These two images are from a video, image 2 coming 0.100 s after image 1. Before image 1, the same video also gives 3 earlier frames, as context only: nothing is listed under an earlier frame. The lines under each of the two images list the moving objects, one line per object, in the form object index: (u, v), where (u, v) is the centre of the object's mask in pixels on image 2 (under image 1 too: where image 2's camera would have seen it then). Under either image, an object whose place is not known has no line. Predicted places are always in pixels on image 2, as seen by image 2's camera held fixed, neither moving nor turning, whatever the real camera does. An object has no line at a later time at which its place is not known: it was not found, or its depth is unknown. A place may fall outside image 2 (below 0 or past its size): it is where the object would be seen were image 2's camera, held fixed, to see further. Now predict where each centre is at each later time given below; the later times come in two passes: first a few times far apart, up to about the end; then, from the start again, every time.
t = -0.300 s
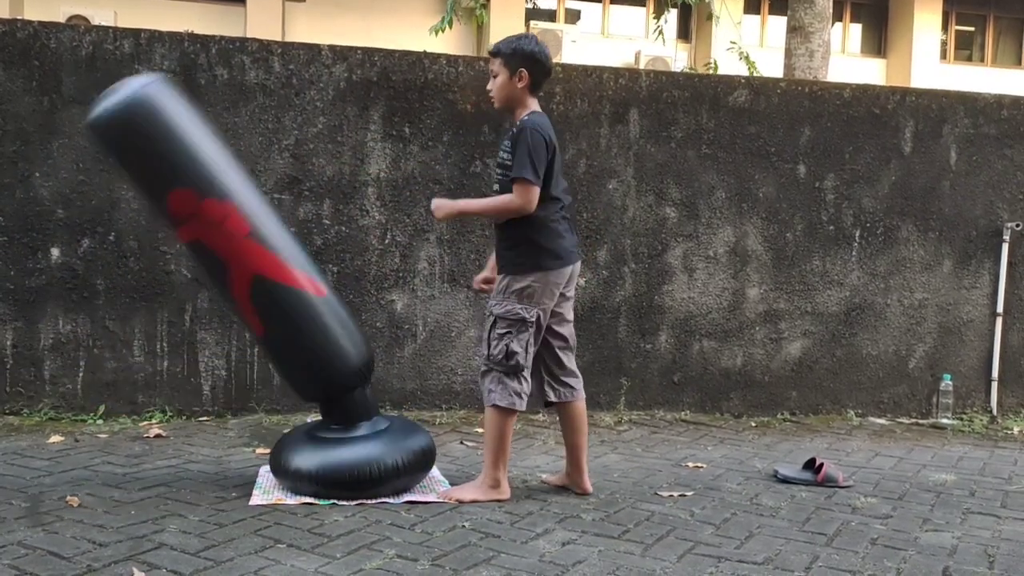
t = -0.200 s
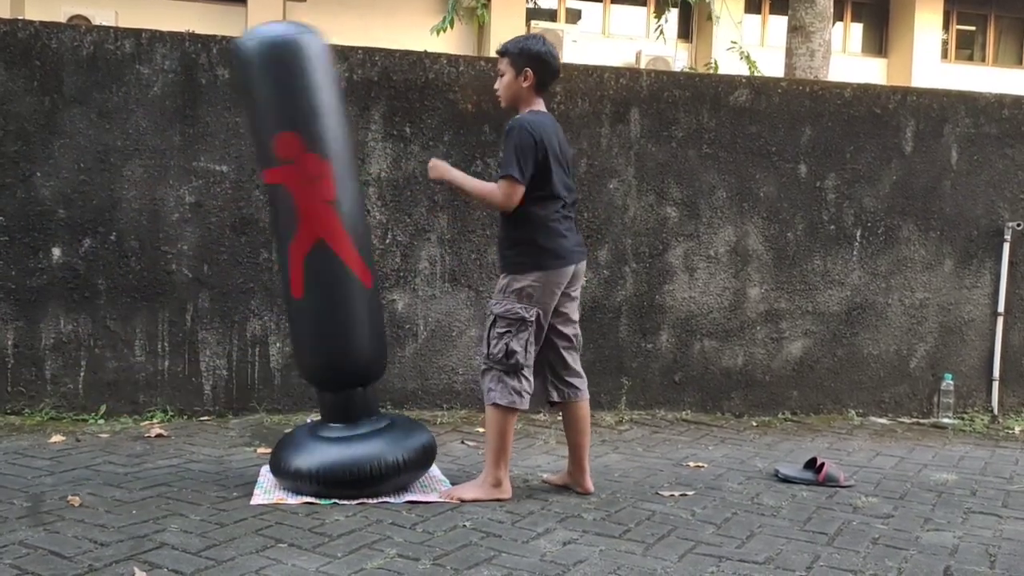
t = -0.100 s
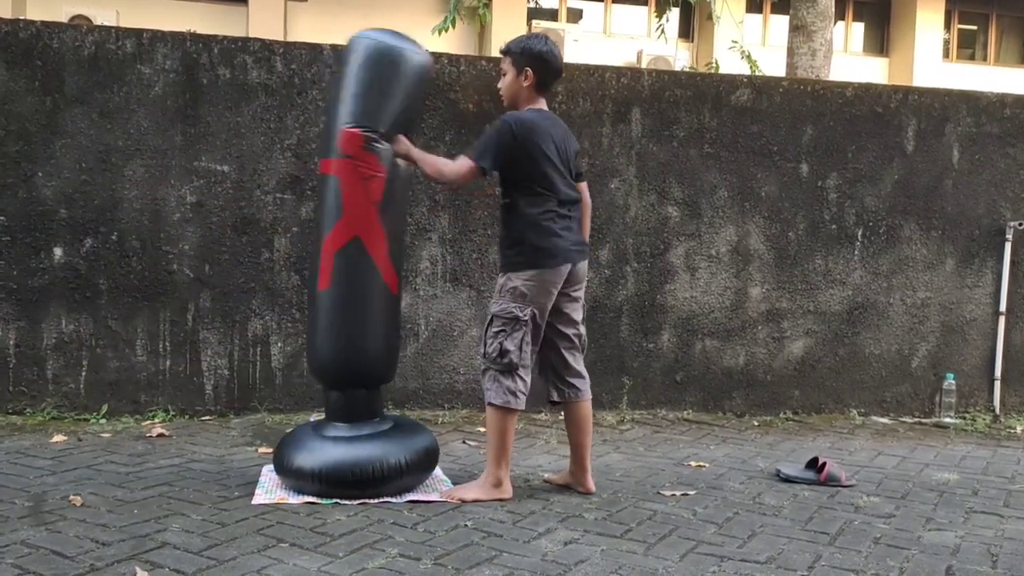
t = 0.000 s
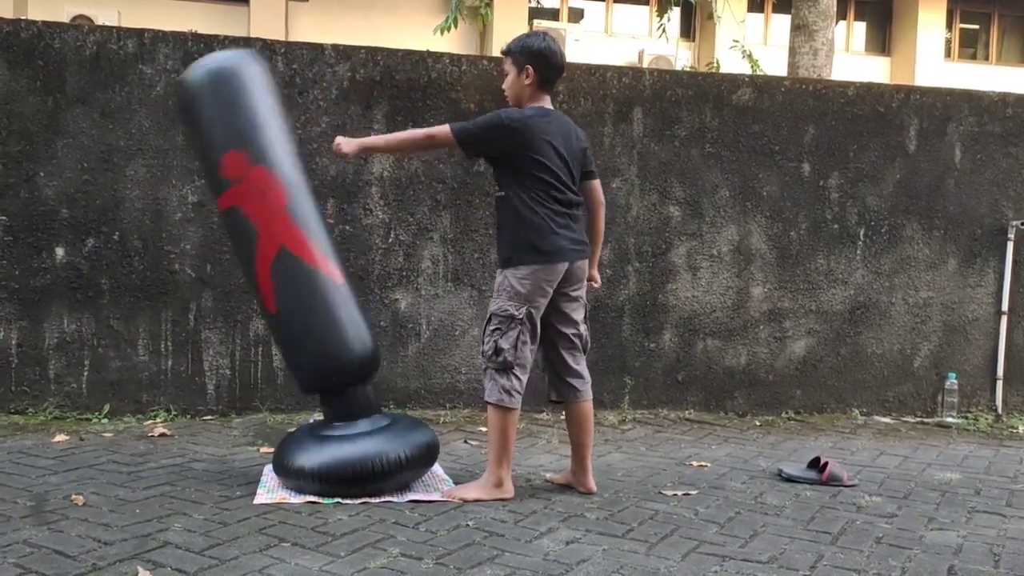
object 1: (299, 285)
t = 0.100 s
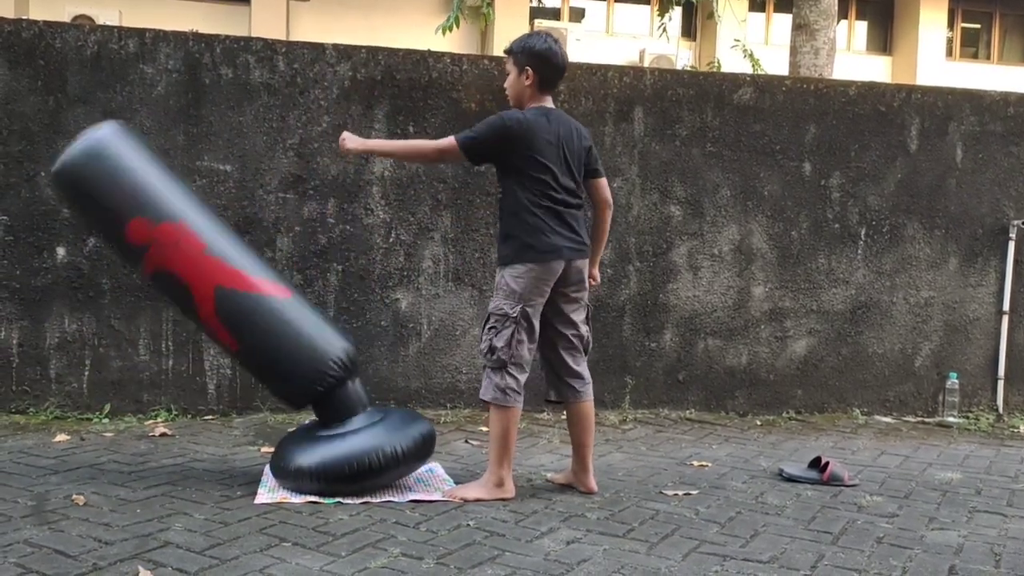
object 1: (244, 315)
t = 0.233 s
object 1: (216, 360)
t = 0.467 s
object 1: (221, 342)
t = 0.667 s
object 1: (295, 276)
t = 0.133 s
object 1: (231, 327)
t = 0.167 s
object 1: (220, 337)
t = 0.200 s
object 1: (216, 350)
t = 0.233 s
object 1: (216, 360)
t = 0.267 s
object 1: (216, 368)
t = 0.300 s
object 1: (217, 372)
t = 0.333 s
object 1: (218, 373)
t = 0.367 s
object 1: (219, 370)
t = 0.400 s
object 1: (219, 364)
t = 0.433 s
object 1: (219, 354)
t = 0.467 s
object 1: (221, 342)
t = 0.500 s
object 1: (226, 328)
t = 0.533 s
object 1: (235, 315)
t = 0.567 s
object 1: (248, 303)
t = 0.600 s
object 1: (262, 292)
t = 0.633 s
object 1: (278, 282)
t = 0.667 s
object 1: (295, 276)
